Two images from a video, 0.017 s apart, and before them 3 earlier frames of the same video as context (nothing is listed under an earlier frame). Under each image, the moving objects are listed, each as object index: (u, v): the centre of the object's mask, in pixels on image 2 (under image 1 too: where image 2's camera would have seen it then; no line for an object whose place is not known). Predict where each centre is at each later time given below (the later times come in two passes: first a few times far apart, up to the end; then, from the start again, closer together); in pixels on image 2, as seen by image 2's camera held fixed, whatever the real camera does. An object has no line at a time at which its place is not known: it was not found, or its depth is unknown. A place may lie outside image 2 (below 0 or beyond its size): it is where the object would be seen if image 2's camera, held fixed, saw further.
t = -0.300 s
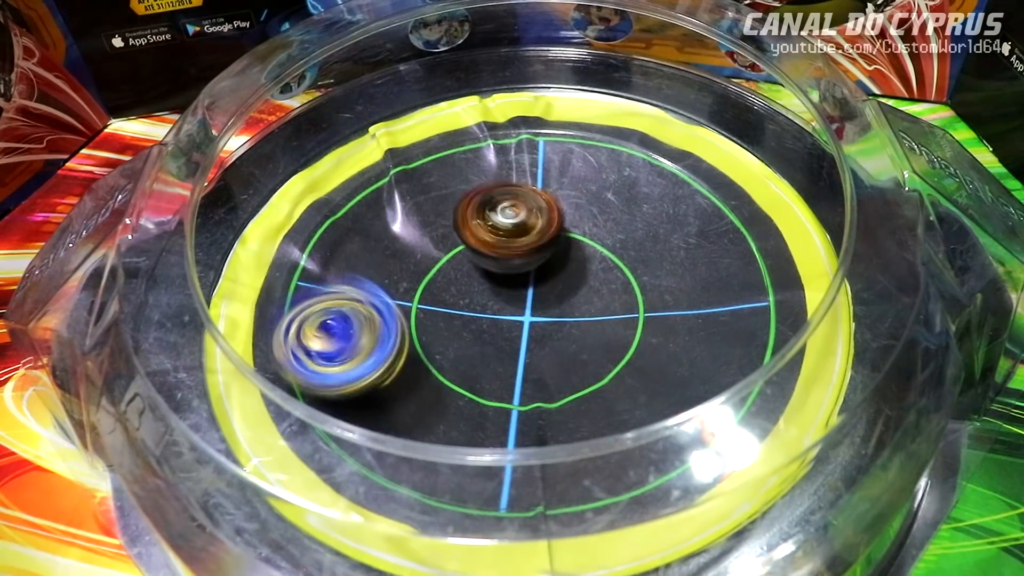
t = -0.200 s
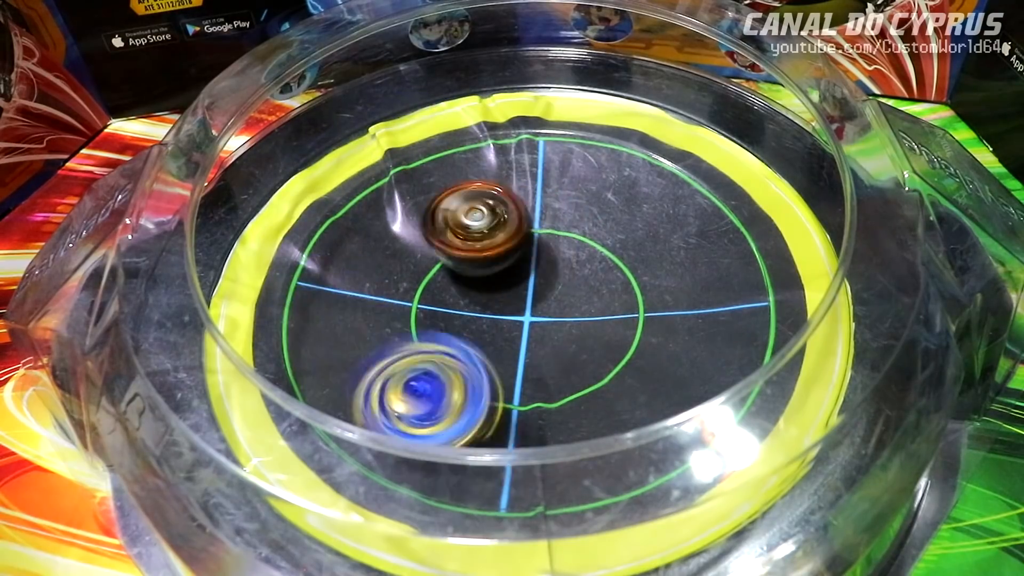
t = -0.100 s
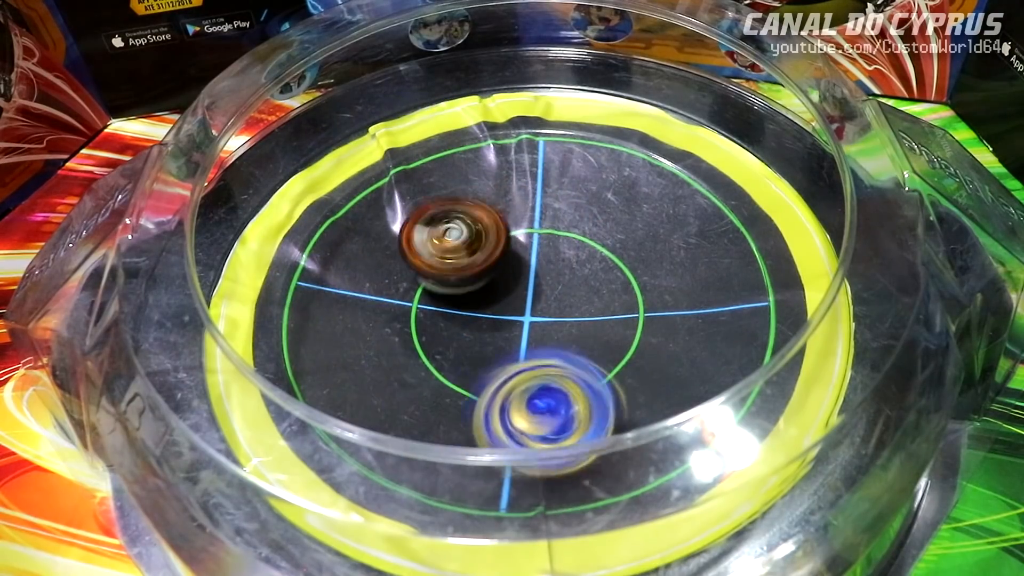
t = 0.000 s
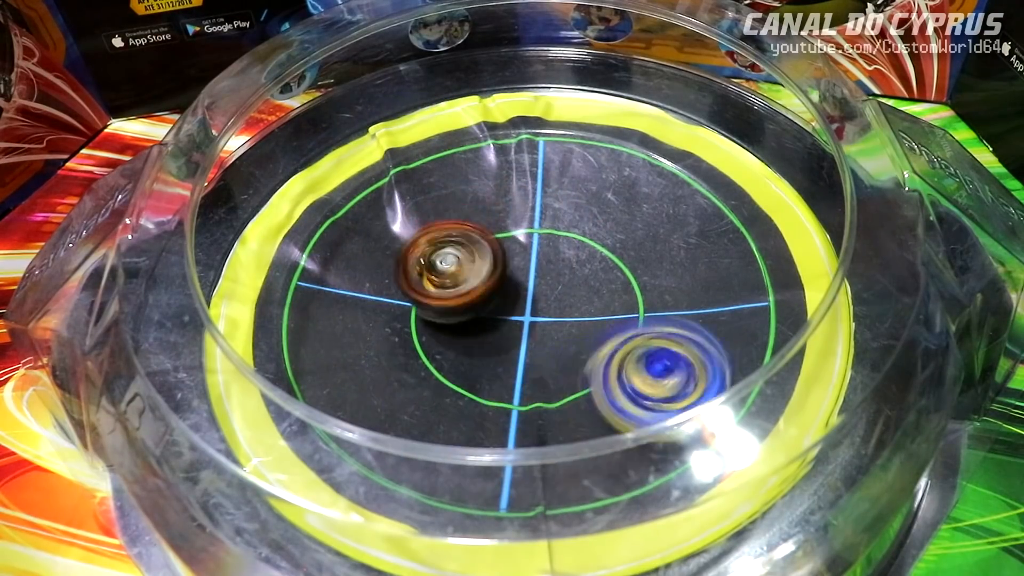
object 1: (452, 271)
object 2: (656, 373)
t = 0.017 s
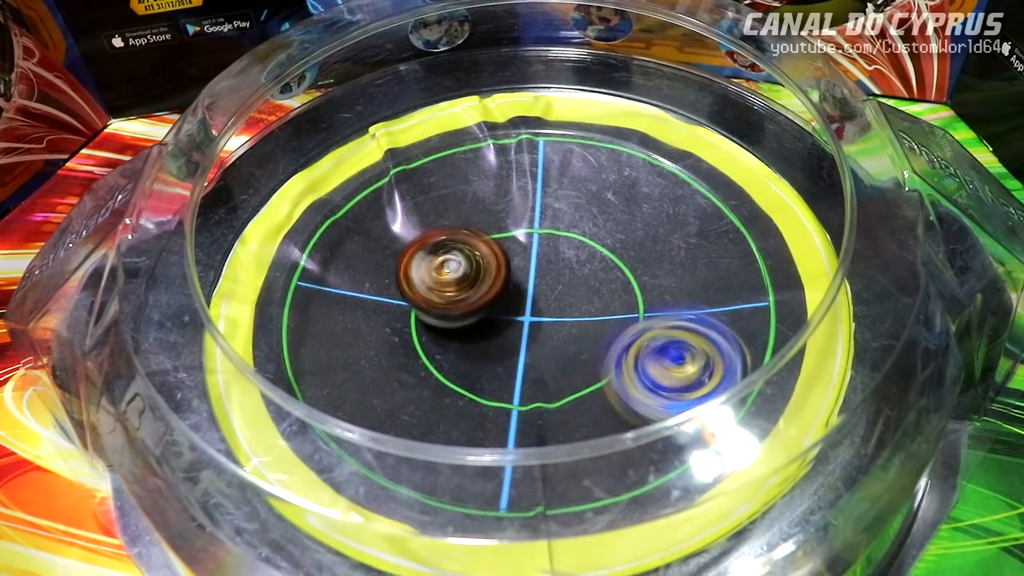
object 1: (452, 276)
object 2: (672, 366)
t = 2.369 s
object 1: (473, 304)
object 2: (642, 377)
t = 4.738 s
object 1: (548, 298)
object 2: (650, 366)
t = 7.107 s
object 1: (521, 292)
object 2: (654, 297)
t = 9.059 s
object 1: (530, 281)
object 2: (504, 375)
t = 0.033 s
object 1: (454, 281)
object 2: (687, 355)
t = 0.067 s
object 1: (462, 291)
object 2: (711, 333)
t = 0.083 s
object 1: (466, 296)
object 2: (720, 322)
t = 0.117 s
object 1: (477, 305)
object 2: (734, 296)
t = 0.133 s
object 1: (481, 309)
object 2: (737, 284)
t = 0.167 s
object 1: (494, 315)
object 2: (739, 259)
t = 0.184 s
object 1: (502, 318)
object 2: (738, 247)
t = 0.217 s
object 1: (514, 322)
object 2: (732, 223)
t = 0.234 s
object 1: (521, 322)
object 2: (727, 212)
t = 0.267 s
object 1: (534, 323)
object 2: (712, 192)
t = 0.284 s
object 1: (540, 324)
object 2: (700, 182)
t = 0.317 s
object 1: (553, 323)
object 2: (679, 167)
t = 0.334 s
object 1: (559, 322)
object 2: (666, 161)
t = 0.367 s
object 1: (569, 319)
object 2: (641, 151)
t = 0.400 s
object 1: (580, 316)
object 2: (613, 144)
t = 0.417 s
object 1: (584, 313)
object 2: (599, 142)
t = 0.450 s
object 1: (591, 306)
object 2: (567, 141)
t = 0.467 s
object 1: (593, 303)
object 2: (549, 140)
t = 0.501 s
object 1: (596, 296)
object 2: (520, 145)
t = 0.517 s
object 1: (598, 293)
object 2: (505, 148)
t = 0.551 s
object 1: (598, 285)
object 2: (476, 156)
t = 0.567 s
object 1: (596, 281)
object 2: (463, 161)
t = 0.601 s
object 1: (592, 275)
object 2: (436, 172)
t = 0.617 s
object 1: (587, 273)
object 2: (422, 179)
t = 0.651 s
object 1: (581, 268)
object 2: (398, 194)
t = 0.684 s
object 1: (573, 263)
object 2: (376, 212)
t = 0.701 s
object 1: (569, 263)
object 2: (366, 221)
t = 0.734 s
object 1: (561, 260)
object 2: (347, 243)
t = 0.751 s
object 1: (554, 258)
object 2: (340, 252)
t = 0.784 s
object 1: (543, 256)
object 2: (331, 277)
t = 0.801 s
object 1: (537, 256)
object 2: (328, 289)
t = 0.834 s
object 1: (527, 256)
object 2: (327, 315)
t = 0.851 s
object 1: (521, 255)
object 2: (329, 329)
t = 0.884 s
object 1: (511, 256)
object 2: (338, 354)
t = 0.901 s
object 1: (506, 257)
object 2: (345, 363)
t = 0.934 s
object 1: (495, 257)
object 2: (367, 381)
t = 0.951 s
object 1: (491, 259)
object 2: (382, 390)
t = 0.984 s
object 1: (482, 262)
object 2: (404, 417)
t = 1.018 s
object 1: (473, 266)
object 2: (440, 427)
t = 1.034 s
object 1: (471, 266)
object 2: (463, 430)
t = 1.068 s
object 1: (464, 271)
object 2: (499, 437)
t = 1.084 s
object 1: (460, 275)
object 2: (522, 435)
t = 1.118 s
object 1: (456, 279)
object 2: (561, 425)
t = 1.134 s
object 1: (455, 283)
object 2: (580, 423)
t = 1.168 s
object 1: (455, 290)
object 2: (610, 406)
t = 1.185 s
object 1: (456, 294)
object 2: (626, 396)
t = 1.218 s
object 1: (459, 300)
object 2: (652, 373)
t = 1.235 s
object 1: (463, 303)
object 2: (662, 366)
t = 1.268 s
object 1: (470, 309)
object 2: (681, 343)
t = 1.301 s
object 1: (478, 312)
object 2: (690, 317)
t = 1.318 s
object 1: (482, 313)
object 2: (693, 303)
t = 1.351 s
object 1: (493, 316)
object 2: (694, 279)
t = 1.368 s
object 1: (498, 316)
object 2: (693, 266)
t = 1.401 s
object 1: (507, 317)
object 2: (687, 244)
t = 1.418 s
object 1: (514, 317)
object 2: (681, 231)
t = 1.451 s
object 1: (523, 315)
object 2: (670, 211)
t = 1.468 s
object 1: (528, 316)
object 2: (662, 201)
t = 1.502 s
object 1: (536, 313)
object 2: (646, 183)
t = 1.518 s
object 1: (541, 311)
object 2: (634, 175)
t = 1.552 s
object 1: (550, 308)
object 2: (613, 163)
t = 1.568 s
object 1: (554, 306)
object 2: (600, 156)
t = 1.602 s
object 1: (562, 302)
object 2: (575, 144)
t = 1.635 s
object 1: (567, 297)
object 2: (549, 137)
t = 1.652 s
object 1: (570, 294)
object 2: (534, 134)
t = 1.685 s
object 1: (575, 289)
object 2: (507, 133)
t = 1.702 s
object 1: (577, 285)
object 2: (494, 133)
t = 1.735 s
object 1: (579, 279)
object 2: (466, 137)
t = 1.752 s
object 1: (580, 276)
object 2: (452, 139)
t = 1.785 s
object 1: (578, 271)
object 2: (426, 148)
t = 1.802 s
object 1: (576, 268)
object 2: (415, 154)
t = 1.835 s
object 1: (570, 263)
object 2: (392, 171)
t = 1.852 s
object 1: (568, 262)
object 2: (382, 177)
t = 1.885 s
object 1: (562, 259)
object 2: (366, 198)
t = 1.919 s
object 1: (552, 258)
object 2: (353, 220)
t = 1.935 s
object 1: (549, 258)
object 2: (348, 229)
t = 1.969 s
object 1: (539, 257)
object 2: (341, 253)
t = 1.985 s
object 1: (536, 259)
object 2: (344, 269)
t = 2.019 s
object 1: (527, 260)
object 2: (345, 290)
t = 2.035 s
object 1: (520, 261)
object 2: (350, 305)
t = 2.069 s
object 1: (515, 263)
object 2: (362, 328)
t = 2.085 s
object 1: (511, 264)
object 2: (372, 341)
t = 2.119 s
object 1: (502, 267)
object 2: (392, 363)
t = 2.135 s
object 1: (498, 269)
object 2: (405, 371)
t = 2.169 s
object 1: (490, 273)
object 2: (435, 385)
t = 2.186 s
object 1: (488, 275)
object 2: (450, 390)
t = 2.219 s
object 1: (482, 279)
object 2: (484, 397)
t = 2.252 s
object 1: (477, 284)
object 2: (519, 404)
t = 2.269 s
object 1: (475, 287)
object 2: (539, 404)
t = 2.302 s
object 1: (472, 293)
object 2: (574, 403)
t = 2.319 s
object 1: (472, 296)
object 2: (594, 398)
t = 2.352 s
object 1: (473, 301)
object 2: (626, 387)
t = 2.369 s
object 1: (473, 304)
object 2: (642, 377)
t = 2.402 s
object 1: (478, 308)
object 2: (670, 365)
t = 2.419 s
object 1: (480, 310)
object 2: (683, 354)
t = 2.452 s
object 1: (487, 313)
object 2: (703, 335)
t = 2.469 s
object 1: (490, 314)
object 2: (711, 322)
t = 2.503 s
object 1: (497, 316)
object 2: (721, 298)
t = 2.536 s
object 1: (507, 316)
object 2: (723, 275)
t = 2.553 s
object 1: (512, 315)
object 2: (723, 264)
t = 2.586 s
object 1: (519, 313)
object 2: (716, 241)
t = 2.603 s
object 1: (523, 313)
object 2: (709, 231)
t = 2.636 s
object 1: (531, 309)
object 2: (695, 213)
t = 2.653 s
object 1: (536, 307)
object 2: (686, 207)
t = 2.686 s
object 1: (543, 303)
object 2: (664, 193)
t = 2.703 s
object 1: (545, 301)
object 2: (654, 186)
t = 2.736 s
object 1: (551, 295)
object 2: (630, 176)
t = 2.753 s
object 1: (554, 292)
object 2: (617, 171)
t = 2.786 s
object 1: (558, 286)
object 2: (590, 165)
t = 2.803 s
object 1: (559, 284)
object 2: (574, 163)
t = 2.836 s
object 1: (562, 279)
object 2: (545, 160)
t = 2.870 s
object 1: (562, 272)
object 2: (517, 162)
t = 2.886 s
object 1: (562, 269)
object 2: (503, 162)
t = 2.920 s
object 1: (560, 263)
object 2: (476, 168)
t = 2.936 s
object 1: (558, 263)
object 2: (462, 172)
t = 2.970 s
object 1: (554, 259)
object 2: (437, 180)
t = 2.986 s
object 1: (550, 256)
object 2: (423, 186)
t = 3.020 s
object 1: (544, 255)
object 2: (401, 199)
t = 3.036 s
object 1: (541, 255)
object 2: (388, 207)
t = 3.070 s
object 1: (535, 257)
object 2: (370, 222)
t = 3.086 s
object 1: (530, 257)
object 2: (361, 232)
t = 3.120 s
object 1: (522, 259)
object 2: (345, 251)
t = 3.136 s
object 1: (520, 261)
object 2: (341, 264)
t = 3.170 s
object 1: (515, 264)
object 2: (333, 283)
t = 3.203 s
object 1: (507, 269)
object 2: (333, 307)
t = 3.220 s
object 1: (505, 272)
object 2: (335, 319)
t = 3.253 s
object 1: (500, 277)
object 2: (344, 343)
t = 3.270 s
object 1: (499, 279)
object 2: (350, 354)
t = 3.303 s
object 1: (496, 286)
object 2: (371, 371)
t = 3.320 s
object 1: (493, 288)
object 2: (383, 379)
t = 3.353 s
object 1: (492, 293)
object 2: (414, 390)
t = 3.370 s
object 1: (492, 296)
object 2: (428, 395)
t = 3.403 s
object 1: (492, 301)
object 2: (463, 400)
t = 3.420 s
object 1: (494, 302)
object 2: (480, 401)
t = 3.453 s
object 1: (494, 306)
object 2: (516, 403)
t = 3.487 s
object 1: (497, 311)
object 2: (549, 397)
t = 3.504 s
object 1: (499, 313)
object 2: (566, 393)
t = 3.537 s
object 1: (505, 316)
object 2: (597, 380)
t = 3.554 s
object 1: (511, 318)
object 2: (611, 377)
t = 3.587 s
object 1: (517, 318)
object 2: (636, 357)
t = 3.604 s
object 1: (519, 318)
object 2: (646, 348)
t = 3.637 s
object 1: (526, 316)
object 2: (661, 326)
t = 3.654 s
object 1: (529, 315)
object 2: (667, 315)
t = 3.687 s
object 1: (533, 311)
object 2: (675, 291)
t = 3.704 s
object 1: (535, 309)
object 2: (678, 280)
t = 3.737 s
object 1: (539, 305)
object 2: (680, 256)
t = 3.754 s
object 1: (540, 302)
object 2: (678, 245)
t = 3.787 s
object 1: (543, 297)
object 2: (672, 225)
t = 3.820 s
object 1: (544, 291)
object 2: (660, 208)
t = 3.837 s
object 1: (546, 289)
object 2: (655, 197)
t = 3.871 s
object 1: (545, 283)
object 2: (639, 182)
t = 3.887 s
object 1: (544, 280)
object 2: (628, 173)
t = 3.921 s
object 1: (542, 275)
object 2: (607, 162)
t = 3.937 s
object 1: (541, 272)
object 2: (597, 158)
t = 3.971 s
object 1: (537, 267)
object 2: (574, 150)
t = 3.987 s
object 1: (536, 266)
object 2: (561, 148)
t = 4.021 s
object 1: (532, 262)
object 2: (534, 146)
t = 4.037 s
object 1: (527, 260)
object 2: (522, 146)
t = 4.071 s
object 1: (523, 259)
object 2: (494, 150)
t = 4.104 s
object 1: (516, 259)
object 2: (471, 158)
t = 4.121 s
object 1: (515, 259)
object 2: (458, 163)
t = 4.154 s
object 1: (510, 261)
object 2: (439, 174)
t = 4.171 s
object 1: (507, 262)
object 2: (428, 181)
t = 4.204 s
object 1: (505, 265)
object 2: (407, 196)
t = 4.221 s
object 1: (504, 266)
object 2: (400, 204)
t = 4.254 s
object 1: (501, 270)
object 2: (387, 226)
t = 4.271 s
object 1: (500, 271)
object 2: (383, 236)
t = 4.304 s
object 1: (500, 274)
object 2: (375, 258)
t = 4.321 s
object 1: (497, 277)
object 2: (372, 269)
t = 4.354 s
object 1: (498, 283)
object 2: (373, 291)
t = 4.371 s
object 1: (499, 284)
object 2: (375, 303)
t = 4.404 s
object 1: (501, 289)
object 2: (384, 326)
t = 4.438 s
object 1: (504, 294)
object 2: (398, 349)
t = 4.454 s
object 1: (508, 296)
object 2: (407, 358)
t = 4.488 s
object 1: (513, 298)
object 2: (428, 373)
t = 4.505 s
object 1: (516, 300)
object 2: (441, 380)
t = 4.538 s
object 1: (522, 301)
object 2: (467, 391)
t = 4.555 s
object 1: (524, 301)
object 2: (483, 395)
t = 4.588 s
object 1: (530, 300)
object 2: (516, 398)
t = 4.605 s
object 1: (533, 301)
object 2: (531, 399)
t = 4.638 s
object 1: (537, 301)
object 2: (564, 396)
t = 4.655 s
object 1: (539, 300)
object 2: (582, 392)
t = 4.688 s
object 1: (542, 300)
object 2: (608, 384)
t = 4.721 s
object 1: (546, 299)
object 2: (638, 372)
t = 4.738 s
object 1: (548, 298)
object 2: (650, 366)
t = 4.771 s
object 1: (549, 296)
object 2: (668, 349)
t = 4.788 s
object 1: (550, 294)
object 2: (676, 336)
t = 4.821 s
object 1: (551, 292)
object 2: (687, 315)
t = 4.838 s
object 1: (549, 290)
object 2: (688, 304)
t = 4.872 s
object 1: (549, 287)
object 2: (688, 282)
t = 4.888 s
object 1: (549, 286)
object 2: (687, 271)
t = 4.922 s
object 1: (545, 283)
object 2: (679, 252)
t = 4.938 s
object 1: (545, 282)
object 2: (673, 243)
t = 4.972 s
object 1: (542, 280)
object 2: (658, 226)
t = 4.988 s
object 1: (540, 279)
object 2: (649, 217)
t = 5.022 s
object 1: (534, 277)
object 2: (630, 205)
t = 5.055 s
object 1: (530, 276)
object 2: (608, 194)
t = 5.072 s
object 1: (524, 275)
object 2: (597, 189)
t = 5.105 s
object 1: (520, 276)
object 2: (574, 181)
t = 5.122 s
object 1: (518, 275)
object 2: (562, 178)
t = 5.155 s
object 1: (512, 276)
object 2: (535, 175)
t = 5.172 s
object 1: (511, 277)
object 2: (523, 174)
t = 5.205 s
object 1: (508, 277)
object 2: (498, 174)
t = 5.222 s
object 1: (504, 279)
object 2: (483, 176)
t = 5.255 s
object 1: (503, 280)
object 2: (460, 179)
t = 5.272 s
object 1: (502, 280)
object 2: (448, 183)
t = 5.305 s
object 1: (498, 283)
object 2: (421, 188)
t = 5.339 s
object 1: (498, 285)
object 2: (402, 200)
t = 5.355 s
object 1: (498, 286)
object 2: (392, 208)
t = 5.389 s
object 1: (497, 287)
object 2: (374, 223)
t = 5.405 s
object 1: (497, 288)
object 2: (368, 233)
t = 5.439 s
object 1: (497, 289)
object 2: (358, 253)
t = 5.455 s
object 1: (497, 289)
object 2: (354, 262)
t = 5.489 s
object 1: (499, 290)
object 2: (353, 281)
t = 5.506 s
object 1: (499, 291)
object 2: (354, 292)
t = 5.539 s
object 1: (500, 293)
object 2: (361, 314)
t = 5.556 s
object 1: (502, 293)
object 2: (366, 324)
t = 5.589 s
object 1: (506, 295)
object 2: (382, 344)
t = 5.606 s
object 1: (505, 296)
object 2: (395, 353)
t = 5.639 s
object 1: (510, 296)
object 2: (418, 368)
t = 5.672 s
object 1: (517, 294)
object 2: (445, 376)
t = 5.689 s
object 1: (518, 292)
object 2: (462, 380)
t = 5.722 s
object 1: (521, 291)
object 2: (494, 385)
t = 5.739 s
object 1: (523, 289)
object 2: (510, 386)
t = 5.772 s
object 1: (525, 289)
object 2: (540, 383)
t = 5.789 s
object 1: (528, 288)
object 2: (559, 378)
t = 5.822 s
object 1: (528, 289)
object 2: (587, 370)
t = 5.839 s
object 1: (528, 290)
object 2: (599, 364)
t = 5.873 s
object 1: (532, 291)
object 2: (624, 348)
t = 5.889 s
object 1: (535, 291)
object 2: (636, 341)
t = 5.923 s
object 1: (537, 291)
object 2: (653, 322)
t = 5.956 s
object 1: (541, 289)
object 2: (666, 302)
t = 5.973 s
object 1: (541, 288)
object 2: (672, 292)
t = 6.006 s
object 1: (542, 287)
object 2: (679, 271)
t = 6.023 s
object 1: (543, 286)
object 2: (679, 260)
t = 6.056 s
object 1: (544, 285)
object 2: (676, 241)
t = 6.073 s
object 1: (543, 284)
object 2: (673, 232)
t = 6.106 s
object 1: (543, 283)
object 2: (663, 214)
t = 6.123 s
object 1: (543, 283)
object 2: (655, 206)
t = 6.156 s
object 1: (541, 282)
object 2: (639, 192)
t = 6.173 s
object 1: (541, 281)
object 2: (632, 185)
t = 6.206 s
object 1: (540, 281)
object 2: (612, 178)
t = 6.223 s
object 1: (539, 280)
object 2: (598, 173)
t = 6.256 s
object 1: (537, 280)
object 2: (575, 168)
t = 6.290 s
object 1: (535, 279)
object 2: (551, 168)
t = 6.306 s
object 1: (534, 279)
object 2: (538, 169)
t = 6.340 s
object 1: (531, 279)
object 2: (512, 172)
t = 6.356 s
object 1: (529, 278)
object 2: (501, 173)
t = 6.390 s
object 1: (528, 279)
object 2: (478, 182)
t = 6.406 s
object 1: (524, 279)
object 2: (469, 189)
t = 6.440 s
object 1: (521, 279)
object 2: (444, 200)
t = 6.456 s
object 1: (521, 279)
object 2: (435, 205)
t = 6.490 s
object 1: (516, 280)
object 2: (418, 218)
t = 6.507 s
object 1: (516, 280)
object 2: (409, 227)
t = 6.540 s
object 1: (513, 281)
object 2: (396, 245)
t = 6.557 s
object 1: (511, 282)
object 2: (393, 256)
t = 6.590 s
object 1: (510, 282)
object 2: (384, 275)
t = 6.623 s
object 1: (507, 283)
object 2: (380, 295)
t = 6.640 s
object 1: (506, 284)
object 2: (382, 305)
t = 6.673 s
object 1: (505, 284)
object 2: (387, 326)
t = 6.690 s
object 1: (505, 285)
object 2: (391, 336)
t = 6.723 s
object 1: (504, 286)
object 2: (405, 356)
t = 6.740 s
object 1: (504, 286)
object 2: (414, 364)
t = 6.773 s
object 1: (504, 287)
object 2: (433, 377)
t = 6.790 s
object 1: (505, 285)
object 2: (445, 383)
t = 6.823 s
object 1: (504, 286)
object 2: (476, 391)
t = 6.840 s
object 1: (504, 286)
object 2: (490, 393)
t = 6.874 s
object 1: (506, 287)
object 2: (520, 394)
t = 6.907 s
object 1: (505, 289)
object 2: (547, 390)
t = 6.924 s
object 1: (505, 289)
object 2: (561, 387)
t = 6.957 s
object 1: (509, 289)
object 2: (591, 377)
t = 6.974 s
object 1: (509, 290)
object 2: (602, 372)
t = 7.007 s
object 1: (512, 291)
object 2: (622, 355)
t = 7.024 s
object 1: (515, 291)
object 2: (629, 346)
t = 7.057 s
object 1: (516, 291)
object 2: (643, 328)
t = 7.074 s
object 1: (518, 291)
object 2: (647, 319)
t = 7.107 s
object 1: (521, 292)
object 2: (654, 297)
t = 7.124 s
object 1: (523, 291)
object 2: (655, 286)
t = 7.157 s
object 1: (524, 291)
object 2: (652, 266)
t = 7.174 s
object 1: (526, 291)
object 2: (650, 256)
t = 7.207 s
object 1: (528, 291)
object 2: (643, 240)
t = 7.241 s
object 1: (529, 291)
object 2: (632, 222)
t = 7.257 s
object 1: (531, 291)
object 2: (623, 215)
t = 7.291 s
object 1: (533, 290)
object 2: (605, 200)
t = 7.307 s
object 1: (533, 290)
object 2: (597, 193)
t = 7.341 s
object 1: (536, 290)
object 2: (579, 185)
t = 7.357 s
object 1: (535, 290)
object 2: (568, 182)
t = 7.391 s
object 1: (535, 289)
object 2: (546, 176)
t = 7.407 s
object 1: (536, 287)
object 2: (533, 174)
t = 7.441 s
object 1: (538, 288)
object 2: (510, 172)
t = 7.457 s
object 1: (538, 287)
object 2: (500, 172)
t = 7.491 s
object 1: (536, 287)
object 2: (478, 176)
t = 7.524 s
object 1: (536, 287)
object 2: (456, 183)
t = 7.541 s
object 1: (536, 286)
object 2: (444, 187)
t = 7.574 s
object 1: (534, 285)
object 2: (424, 199)
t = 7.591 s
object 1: (536, 285)
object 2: (416, 205)
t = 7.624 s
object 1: (534, 285)
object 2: (402, 218)
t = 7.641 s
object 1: (533, 285)
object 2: (397, 228)
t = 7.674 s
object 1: (532, 284)
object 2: (387, 246)
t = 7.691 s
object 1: (531, 284)
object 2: (383, 256)
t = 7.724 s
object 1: (529, 283)
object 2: (384, 276)
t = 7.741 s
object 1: (526, 283)
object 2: (385, 286)
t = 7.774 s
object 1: (526, 282)
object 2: (393, 305)
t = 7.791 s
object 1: (525, 282)
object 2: (398, 314)
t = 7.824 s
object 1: (521, 281)
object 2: (414, 334)
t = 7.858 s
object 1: (521, 280)
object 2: (433, 349)
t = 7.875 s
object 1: (520, 280)
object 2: (443, 355)
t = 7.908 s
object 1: (518, 277)
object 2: (466, 366)
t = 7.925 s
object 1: (518, 276)
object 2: (481, 370)
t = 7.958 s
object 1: (516, 276)
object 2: (509, 375)
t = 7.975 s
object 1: (515, 275)
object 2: (525, 376)
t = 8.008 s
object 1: (512, 279)
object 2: (551, 376)
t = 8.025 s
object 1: (512, 279)
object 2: (565, 372)
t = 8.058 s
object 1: (512, 280)
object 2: (591, 365)
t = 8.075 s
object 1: (512, 282)
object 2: (604, 360)
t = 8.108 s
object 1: (511, 281)
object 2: (627, 349)
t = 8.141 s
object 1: (511, 281)
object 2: (648, 332)
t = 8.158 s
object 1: (511, 282)
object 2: (655, 323)
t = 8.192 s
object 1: (511, 282)
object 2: (666, 304)
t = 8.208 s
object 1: (511, 283)
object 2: (669, 294)
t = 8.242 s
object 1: (511, 283)
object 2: (669, 274)
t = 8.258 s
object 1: (509, 284)
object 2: (669, 265)
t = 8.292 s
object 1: (511, 284)
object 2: (663, 248)
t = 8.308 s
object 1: (512, 285)
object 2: (659, 240)
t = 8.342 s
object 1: (513, 286)
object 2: (645, 226)
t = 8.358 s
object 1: (514, 286)
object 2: (638, 219)
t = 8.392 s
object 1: (515, 287)
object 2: (619, 208)
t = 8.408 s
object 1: (515, 287)
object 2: (607, 204)
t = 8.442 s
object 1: (516, 289)
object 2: (588, 198)
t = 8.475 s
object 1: (518, 289)
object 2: (564, 191)
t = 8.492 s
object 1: (518, 290)
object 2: (553, 189)
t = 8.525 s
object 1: (518, 290)
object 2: (530, 192)
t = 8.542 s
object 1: (520, 290)
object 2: (519, 192)
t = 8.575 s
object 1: (522, 292)
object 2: (494, 196)
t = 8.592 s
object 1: (523, 292)
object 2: (480, 196)
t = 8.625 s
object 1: (523, 292)
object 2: (459, 201)
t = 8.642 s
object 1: (523, 293)
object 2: (446, 205)
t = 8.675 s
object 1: (526, 294)
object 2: (429, 215)
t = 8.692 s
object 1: (526, 294)
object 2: (421, 221)
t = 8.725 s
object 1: (527, 294)
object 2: (405, 235)
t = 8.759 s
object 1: (527, 295)
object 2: (391, 251)
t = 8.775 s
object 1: (527, 295)
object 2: (386, 260)
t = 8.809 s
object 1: (528, 294)
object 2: (379, 278)
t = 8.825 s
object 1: (529, 294)
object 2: (379, 287)
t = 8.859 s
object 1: (530, 293)
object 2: (382, 306)
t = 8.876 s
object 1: (528, 294)
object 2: (386, 315)
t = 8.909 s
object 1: (528, 292)
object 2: (397, 334)
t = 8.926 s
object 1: (530, 292)
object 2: (403, 342)
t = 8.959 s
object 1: (531, 291)
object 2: (422, 355)
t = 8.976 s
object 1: (529, 290)
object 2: (432, 361)
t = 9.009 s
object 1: (529, 287)
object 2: (460, 370)
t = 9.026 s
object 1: (530, 285)
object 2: (473, 373)
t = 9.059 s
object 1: (530, 281)
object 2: (504, 375)
